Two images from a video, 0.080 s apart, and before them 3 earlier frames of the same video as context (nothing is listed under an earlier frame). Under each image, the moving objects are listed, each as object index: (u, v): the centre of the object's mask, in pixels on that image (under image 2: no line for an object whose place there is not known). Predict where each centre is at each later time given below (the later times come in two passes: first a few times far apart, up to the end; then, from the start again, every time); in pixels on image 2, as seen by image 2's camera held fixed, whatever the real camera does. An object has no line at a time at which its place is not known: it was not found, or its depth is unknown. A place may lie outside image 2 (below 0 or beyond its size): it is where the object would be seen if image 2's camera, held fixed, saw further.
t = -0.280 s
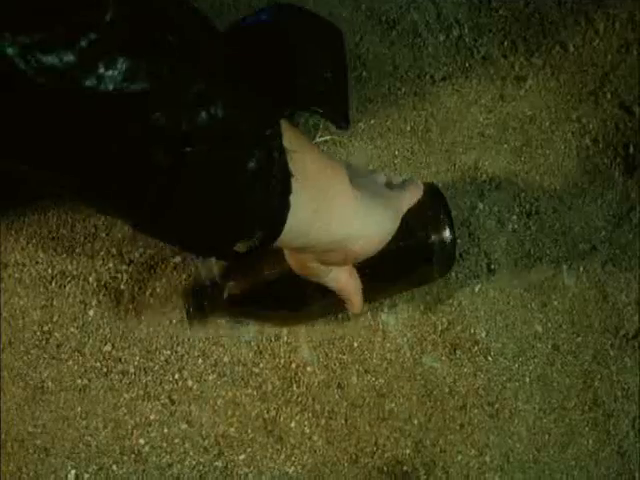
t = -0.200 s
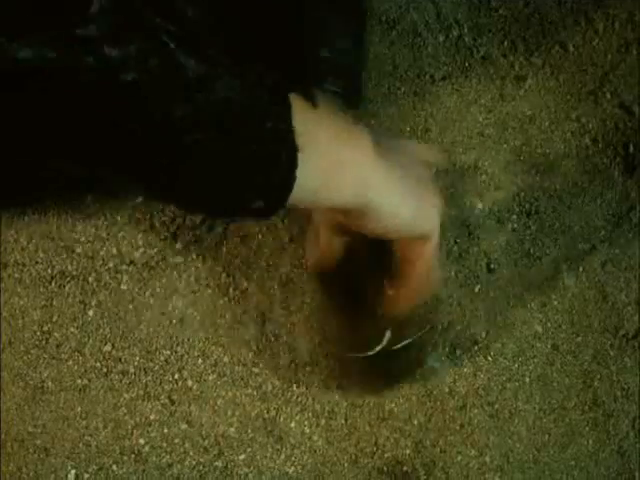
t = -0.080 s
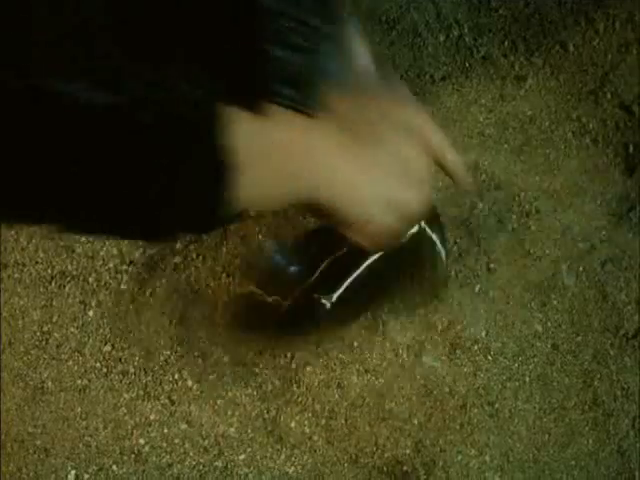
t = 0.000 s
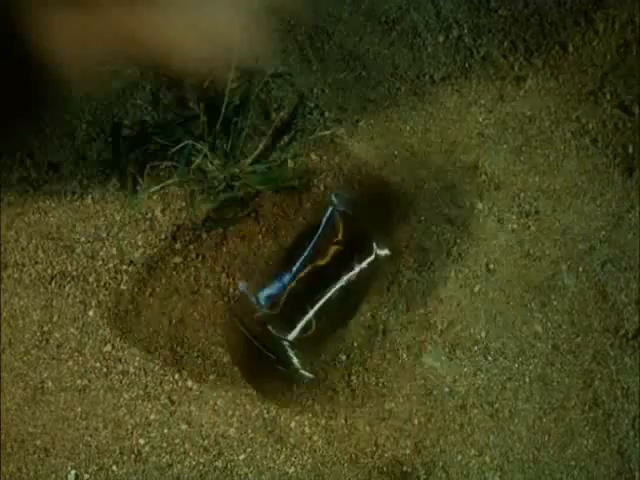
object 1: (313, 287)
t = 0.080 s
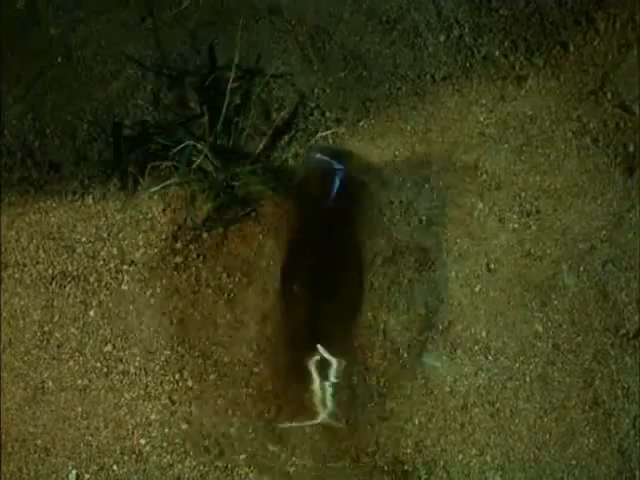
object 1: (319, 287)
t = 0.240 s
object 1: (322, 279)
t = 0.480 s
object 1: (334, 287)
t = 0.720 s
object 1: (367, 258)
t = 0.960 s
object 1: (394, 249)
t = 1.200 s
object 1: (372, 241)
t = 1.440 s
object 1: (363, 231)
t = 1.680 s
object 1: (367, 235)
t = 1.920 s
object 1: (377, 245)
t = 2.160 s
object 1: (377, 245)
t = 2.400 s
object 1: (372, 241)
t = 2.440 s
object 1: (372, 240)
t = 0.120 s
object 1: (326, 277)
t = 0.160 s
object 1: (316, 283)
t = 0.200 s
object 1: (309, 301)
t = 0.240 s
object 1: (322, 279)
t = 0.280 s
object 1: (325, 298)
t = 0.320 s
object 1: (323, 292)
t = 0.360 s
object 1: (330, 281)
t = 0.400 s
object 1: (327, 283)
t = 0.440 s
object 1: (333, 289)
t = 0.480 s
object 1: (334, 287)
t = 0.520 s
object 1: (350, 268)
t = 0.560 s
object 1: (362, 267)
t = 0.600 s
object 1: (369, 269)
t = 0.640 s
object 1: (366, 270)
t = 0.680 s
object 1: (367, 266)
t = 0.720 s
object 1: (367, 258)
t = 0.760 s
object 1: (372, 246)
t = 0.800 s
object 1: (375, 238)
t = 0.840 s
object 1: (383, 237)
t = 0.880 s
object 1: (389, 239)
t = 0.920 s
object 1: (394, 244)
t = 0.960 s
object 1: (394, 249)
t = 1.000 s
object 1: (391, 251)
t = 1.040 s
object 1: (387, 253)
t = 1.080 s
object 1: (382, 251)
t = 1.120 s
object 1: (378, 248)
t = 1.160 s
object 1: (375, 245)
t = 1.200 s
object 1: (372, 241)
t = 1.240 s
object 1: (370, 238)
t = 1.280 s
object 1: (369, 236)
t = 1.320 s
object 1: (366, 234)
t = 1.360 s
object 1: (365, 233)
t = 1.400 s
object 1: (364, 232)
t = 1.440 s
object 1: (363, 231)
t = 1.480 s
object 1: (363, 231)
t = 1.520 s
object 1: (363, 231)
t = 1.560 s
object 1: (364, 232)
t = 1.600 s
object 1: (365, 233)
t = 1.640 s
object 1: (365, 234)
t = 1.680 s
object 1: (367, 235)
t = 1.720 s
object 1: (368, 237)
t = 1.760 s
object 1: (370, 238)
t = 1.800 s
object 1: (372, 241)
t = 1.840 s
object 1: (374, 242)
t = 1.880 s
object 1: (375, 243)
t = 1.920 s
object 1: (377, 245)
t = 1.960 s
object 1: (377, 245)
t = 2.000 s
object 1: (377, 245)
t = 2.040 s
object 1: (377, 246)
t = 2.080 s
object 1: (377, 246)
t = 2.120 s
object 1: (377, 245)
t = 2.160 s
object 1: (377, 245)
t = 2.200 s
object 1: (376, 244)
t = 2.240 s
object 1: (375, 243)
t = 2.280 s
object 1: (374, 243)
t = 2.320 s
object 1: (374, 242)
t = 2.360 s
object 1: (373, 241)
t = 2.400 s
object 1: (372, 241)
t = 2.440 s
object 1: (372, 240)
